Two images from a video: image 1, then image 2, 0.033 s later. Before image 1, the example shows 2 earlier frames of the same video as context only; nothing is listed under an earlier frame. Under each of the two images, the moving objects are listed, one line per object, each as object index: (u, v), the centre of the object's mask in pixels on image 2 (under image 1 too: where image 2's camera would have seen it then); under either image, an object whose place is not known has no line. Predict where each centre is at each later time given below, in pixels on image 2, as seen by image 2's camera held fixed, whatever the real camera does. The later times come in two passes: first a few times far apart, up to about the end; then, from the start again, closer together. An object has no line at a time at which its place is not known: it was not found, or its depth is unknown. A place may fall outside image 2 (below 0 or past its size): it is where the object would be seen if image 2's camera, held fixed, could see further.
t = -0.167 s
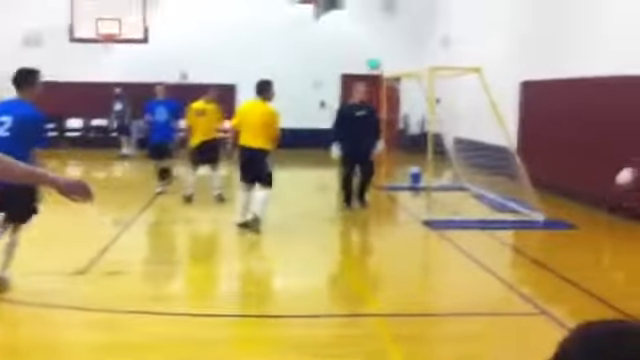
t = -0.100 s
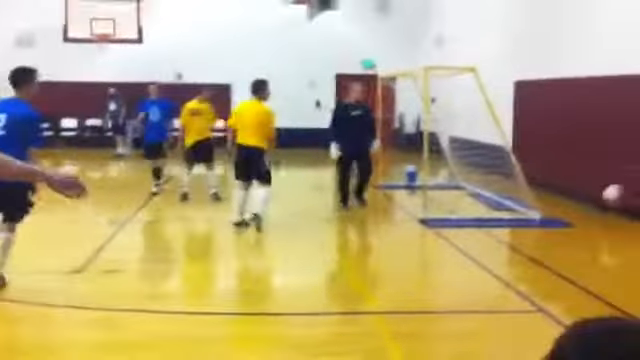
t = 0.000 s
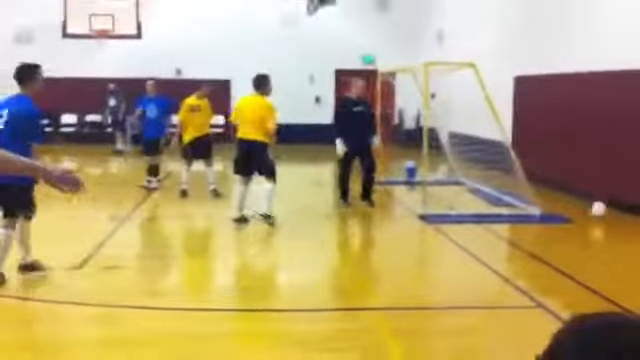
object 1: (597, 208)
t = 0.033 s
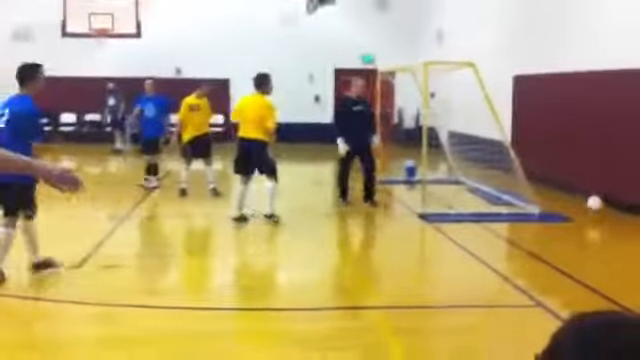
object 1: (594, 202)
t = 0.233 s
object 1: (572, 188)
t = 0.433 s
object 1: (550, 203)
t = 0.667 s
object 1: (528, 202)
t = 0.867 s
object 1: (512, 206)
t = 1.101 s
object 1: (485, 204)
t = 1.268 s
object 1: (474, 205)
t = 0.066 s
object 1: (591, 198)
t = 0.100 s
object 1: (588, 195)
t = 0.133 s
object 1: (584, 192)
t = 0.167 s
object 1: (580, 190)
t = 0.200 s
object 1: (576, 189)
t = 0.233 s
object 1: (572, 188)
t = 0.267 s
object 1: (569, 189)
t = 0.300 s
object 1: (566, 189)
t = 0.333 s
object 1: (563, 191)
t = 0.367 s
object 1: (559, 194)
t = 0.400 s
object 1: (555, 197)
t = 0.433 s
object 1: (550, 203)
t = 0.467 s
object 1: (548, 206)
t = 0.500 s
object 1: (545, 205)
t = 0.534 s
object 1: (541, 203)
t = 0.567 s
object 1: (538, 202)
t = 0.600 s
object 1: (535, 201)
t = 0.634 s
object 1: (531, 202)
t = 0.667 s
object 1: (528, 202)
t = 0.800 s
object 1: (515, 205)
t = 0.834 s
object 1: (513, 206)
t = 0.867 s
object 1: (512, 206)
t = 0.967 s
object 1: (499, 205)
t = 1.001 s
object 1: (496, 205)
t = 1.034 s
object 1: (493, 204)
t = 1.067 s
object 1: (491, 205)
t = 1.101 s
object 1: (485, 204)
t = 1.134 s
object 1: (483, 205)
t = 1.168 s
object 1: (482, 205)
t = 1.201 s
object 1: (478, 205)
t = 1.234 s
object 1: (476, 205)
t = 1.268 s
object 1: (474, 205)
